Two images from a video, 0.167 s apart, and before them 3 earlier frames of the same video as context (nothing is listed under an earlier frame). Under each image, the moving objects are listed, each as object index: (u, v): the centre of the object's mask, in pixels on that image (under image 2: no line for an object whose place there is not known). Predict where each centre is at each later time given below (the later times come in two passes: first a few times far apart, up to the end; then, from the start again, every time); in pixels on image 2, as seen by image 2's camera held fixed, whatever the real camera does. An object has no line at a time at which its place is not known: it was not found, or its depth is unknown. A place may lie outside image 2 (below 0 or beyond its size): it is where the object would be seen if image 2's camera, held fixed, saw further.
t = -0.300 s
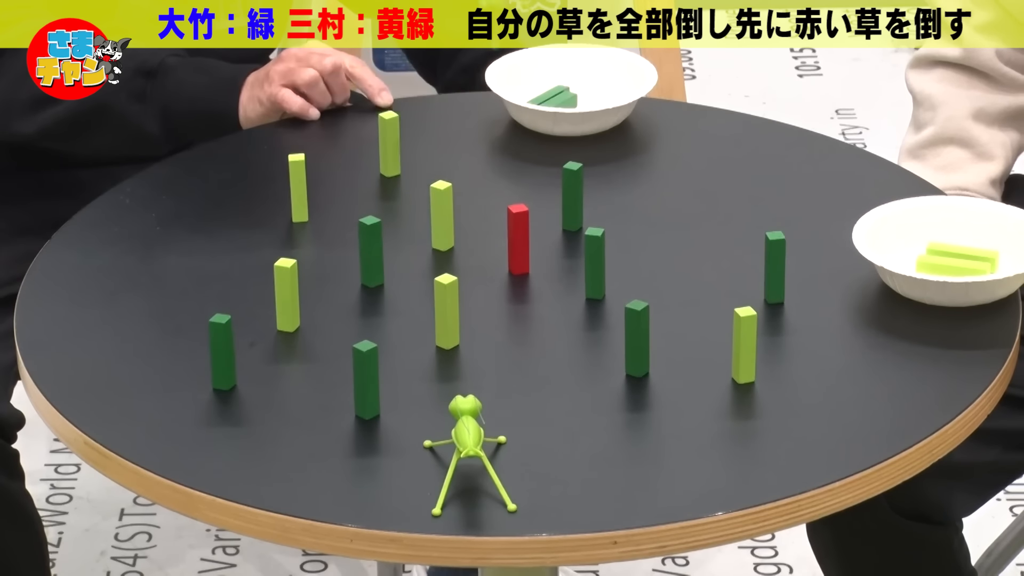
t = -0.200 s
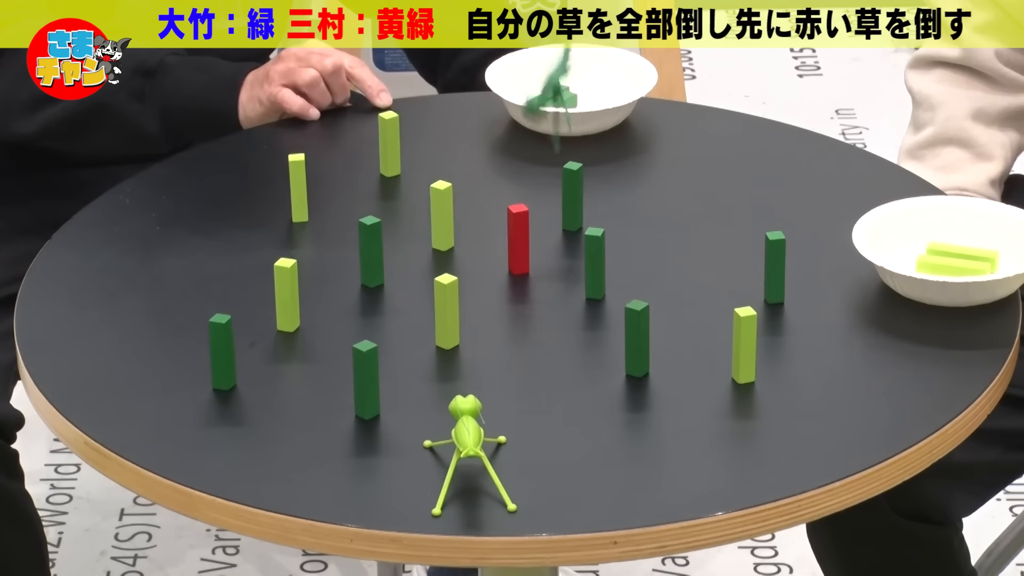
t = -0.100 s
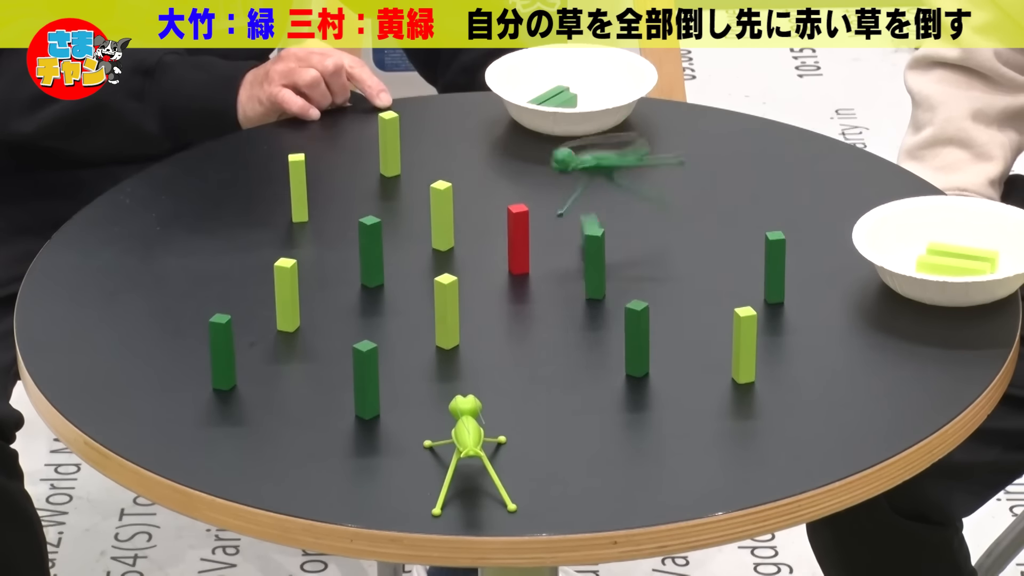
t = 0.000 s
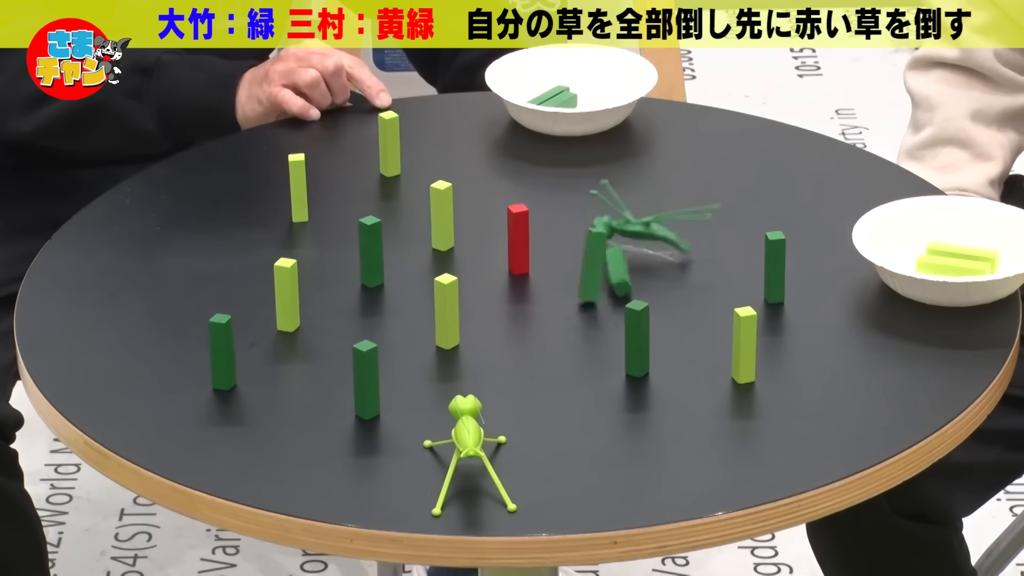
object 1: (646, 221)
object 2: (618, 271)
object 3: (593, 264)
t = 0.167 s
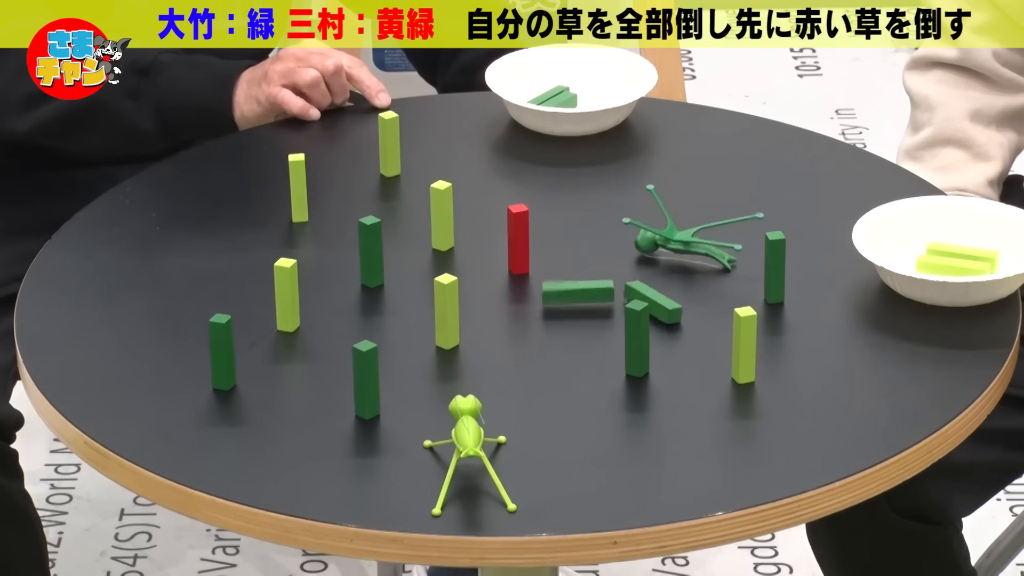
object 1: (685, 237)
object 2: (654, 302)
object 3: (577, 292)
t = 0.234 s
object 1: (688, 238)
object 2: (662, 310)
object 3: (576, 294)
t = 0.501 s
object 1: (688, 238)
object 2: (663, 312)
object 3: (571, 299)
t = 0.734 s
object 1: (688, 239)
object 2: (663, 312)
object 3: (571, 299)
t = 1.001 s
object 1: (688, 239)
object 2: (663, 312)
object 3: (571, 299)
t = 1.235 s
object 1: (688, 238)
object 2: (663, 312)
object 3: (571, 299)
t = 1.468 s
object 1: (687, 238)
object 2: (663, 312)
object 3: (571, 299)
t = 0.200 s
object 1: (688, 238)
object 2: (659, 307)
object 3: (576, 293)
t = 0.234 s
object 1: (688, 238)
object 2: (662, 310)
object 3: (576, 294)
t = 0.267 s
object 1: (688, 239)
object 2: (663, 311)
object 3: (575, 297)
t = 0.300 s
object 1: (688, 238)
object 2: (663, 312)
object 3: (573, 297)
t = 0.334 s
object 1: (688, 238)
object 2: (663, 312)
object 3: (572, 297)
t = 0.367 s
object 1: (689, 239)
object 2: (663, 312)
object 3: (571, 298)
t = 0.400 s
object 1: (688, 239)
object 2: (663, 312)
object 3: (571, 299)
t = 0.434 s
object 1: (689, 239)
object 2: (663, 312)
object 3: (571, 299)
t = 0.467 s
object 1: (689, 239)
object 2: (663, 312)
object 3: (571, 299)
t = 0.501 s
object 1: (688, 238)
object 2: (663, 312)
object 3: (571, 299)
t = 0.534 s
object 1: (689, 239)
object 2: (663, 312)
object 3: (571, 299)
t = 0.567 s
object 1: (688, 239)
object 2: (663, 312)
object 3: (571, 299)
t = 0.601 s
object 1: (689, 239)
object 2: (663, 312)
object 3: (571, 299)
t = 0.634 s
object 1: (688, 239)
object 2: (663, 312)
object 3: (571, 299)
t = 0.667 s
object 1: (688, 239)
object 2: (663, 312)
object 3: (571, 299)
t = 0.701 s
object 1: (688, 239)
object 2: (663, 312)
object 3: (571, 299)
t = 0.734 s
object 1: (688, 239)
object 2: (663, 312)
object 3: (571, 299)
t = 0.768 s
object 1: (688, 239)
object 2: (663, 312)
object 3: (571, 299)
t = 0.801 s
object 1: (688, 239)
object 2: (663, 312)
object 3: (571, 299)
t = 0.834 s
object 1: (688, 239)
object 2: (663, 312)
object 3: (571, 299)
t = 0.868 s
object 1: (688, 239)
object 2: (663, 312)
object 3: (571, 299)
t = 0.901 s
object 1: (688, 239)
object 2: (663, 312)
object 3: (571, 299)
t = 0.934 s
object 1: (688, 239)
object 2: (663, 312)
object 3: (571, 299)
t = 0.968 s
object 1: (688, 239)
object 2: (663, 312)
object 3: (571, 299)
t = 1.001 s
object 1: (688, 239)
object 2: (663, 312)
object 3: (571, 299)
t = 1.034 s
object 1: (688, 238)
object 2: (663, 312)
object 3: (571, 299)
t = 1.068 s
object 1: (688, 239)
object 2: (663, 312)
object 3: (571, 299)
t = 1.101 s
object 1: (688, 238)
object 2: (663, 312)
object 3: (571, 299)
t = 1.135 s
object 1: (688, 239)
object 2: (663, 312)
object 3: (571, 299)
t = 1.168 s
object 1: (688, 239)
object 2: (663, 312)
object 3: (571, 299)
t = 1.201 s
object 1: (688, 238)
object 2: (663, 312)
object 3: (571, 299)
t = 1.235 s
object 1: (688, 238)
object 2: (663, 312)
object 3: (571, 299)
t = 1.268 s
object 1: (688, 239)
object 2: (663, 312)
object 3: (571, 299)
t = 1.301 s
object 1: (688, 238)
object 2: (663, 312)
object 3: (571, 299)
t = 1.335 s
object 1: (688, 238)
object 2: (664, 312)
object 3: (571, 299)
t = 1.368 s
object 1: (687, 239)
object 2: (664, 312)
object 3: (571, 299)
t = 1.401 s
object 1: (688, 239)
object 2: (663, 312)
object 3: (571, 299)
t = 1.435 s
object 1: (688, 239)
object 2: (664, 312)
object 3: (571, 299)
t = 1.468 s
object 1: (687, 238)
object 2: (663, 312)
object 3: (571, 299)
